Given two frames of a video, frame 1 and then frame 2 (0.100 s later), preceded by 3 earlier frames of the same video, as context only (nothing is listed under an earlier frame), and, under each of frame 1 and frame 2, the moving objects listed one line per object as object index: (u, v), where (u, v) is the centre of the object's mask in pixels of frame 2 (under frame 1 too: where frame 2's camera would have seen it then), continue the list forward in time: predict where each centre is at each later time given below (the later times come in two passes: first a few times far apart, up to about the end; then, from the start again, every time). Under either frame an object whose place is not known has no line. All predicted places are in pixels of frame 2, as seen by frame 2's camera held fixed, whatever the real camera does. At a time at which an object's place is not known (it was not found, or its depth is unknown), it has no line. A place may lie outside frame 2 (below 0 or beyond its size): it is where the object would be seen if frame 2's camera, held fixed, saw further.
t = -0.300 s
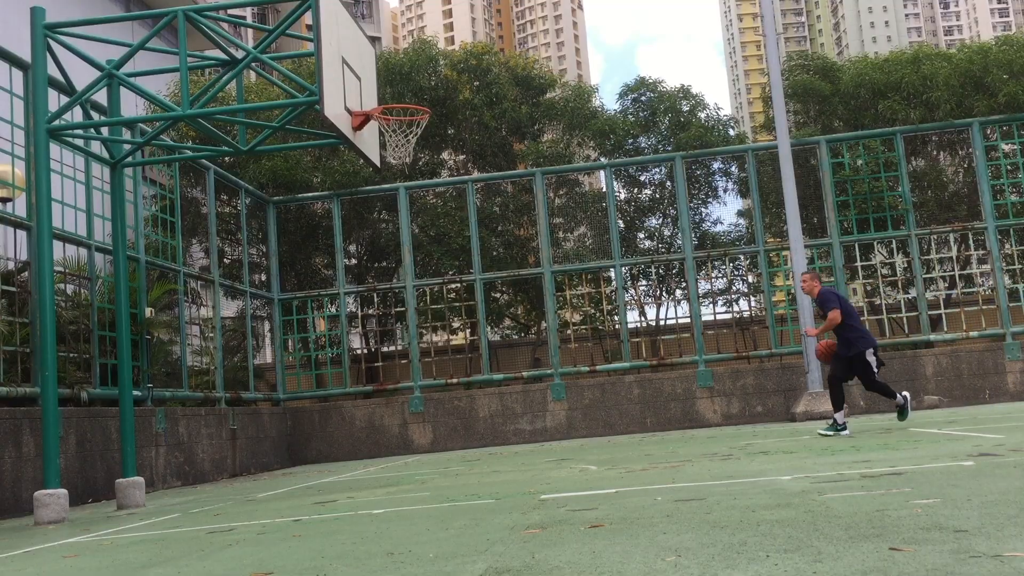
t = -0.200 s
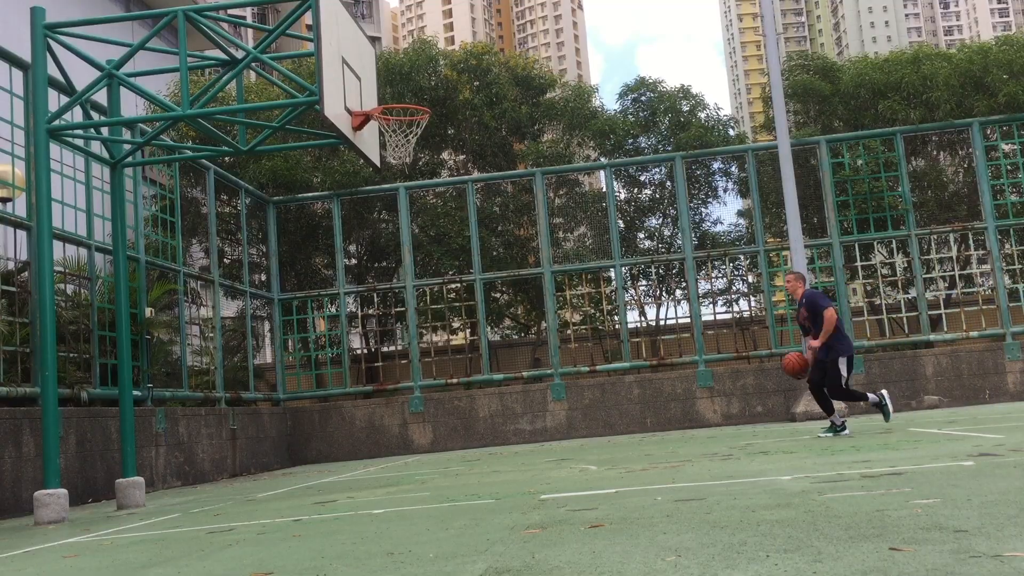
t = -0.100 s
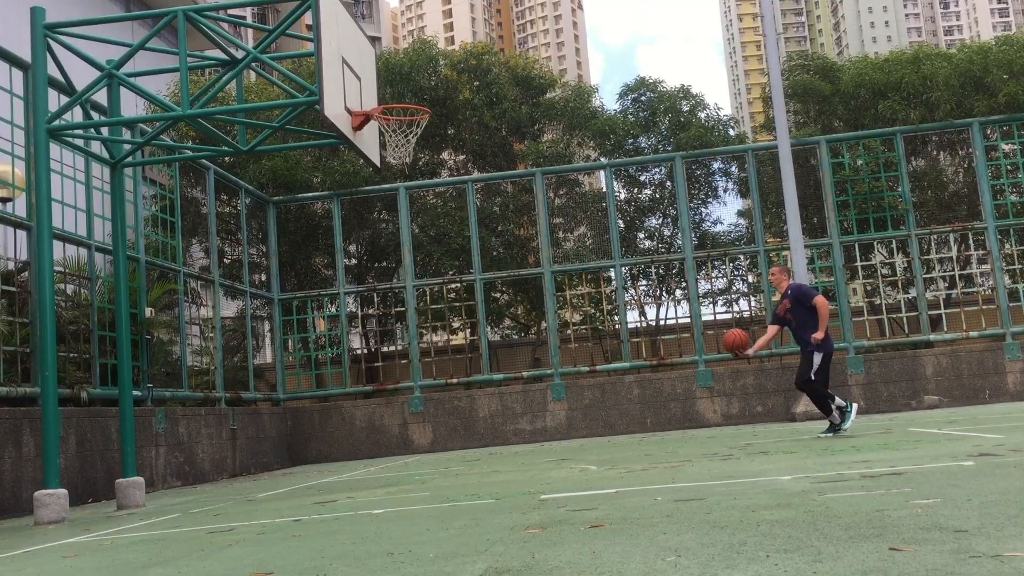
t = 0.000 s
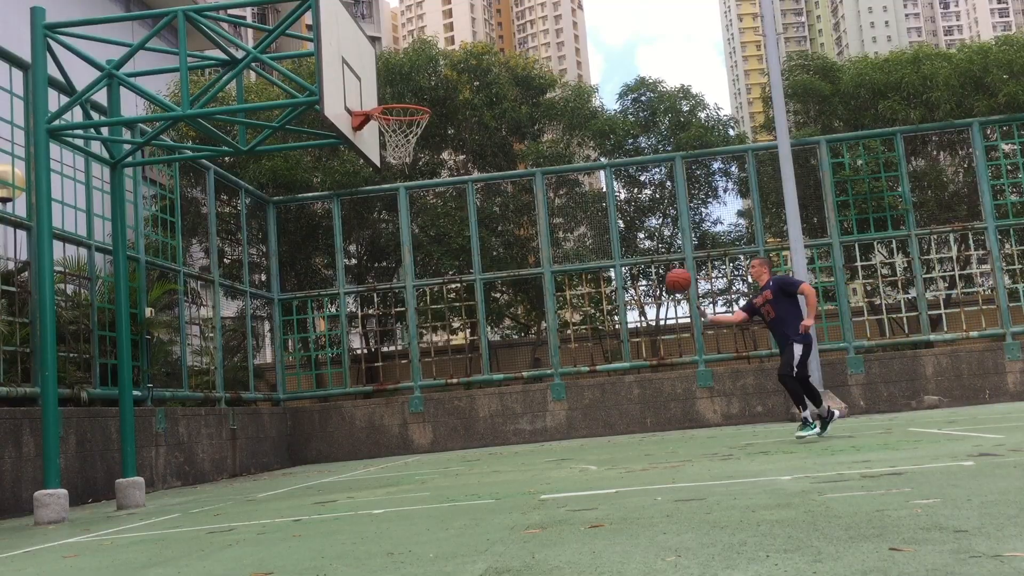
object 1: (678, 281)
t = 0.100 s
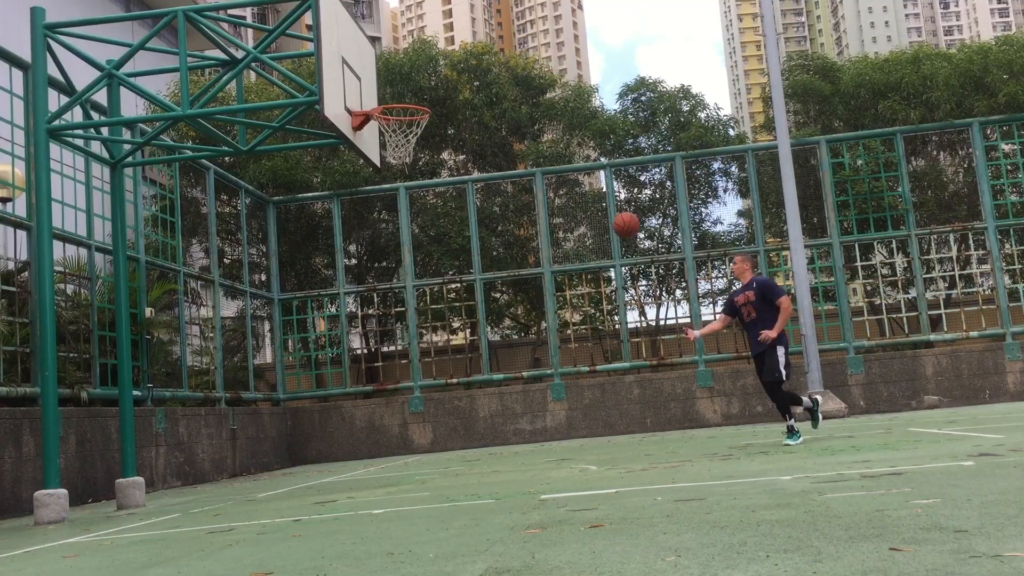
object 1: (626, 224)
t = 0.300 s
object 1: (522, 139)
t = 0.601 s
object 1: (390, 81)
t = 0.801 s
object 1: (462, 69)
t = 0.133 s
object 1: (609, 208)
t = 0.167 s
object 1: (591, 192)
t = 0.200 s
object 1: (573, 177)
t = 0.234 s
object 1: (556, 163)
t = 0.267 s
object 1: (539, 151)
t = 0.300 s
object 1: (522, 139)
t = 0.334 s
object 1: (504, 129)
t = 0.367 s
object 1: (486, 120)
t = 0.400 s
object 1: (468, 112)
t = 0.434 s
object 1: (451, 104)
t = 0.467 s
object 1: (433, 98)
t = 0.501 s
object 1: (415, 93)
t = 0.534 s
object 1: (397, 89)
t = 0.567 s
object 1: (380, 87)
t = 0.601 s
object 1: (390, 81)
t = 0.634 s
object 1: (402, 76)
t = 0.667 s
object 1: (413, 73)
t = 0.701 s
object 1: (425, 70)
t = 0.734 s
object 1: (437, 69)
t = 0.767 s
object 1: (449, 68)
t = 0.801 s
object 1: (462, 69)
